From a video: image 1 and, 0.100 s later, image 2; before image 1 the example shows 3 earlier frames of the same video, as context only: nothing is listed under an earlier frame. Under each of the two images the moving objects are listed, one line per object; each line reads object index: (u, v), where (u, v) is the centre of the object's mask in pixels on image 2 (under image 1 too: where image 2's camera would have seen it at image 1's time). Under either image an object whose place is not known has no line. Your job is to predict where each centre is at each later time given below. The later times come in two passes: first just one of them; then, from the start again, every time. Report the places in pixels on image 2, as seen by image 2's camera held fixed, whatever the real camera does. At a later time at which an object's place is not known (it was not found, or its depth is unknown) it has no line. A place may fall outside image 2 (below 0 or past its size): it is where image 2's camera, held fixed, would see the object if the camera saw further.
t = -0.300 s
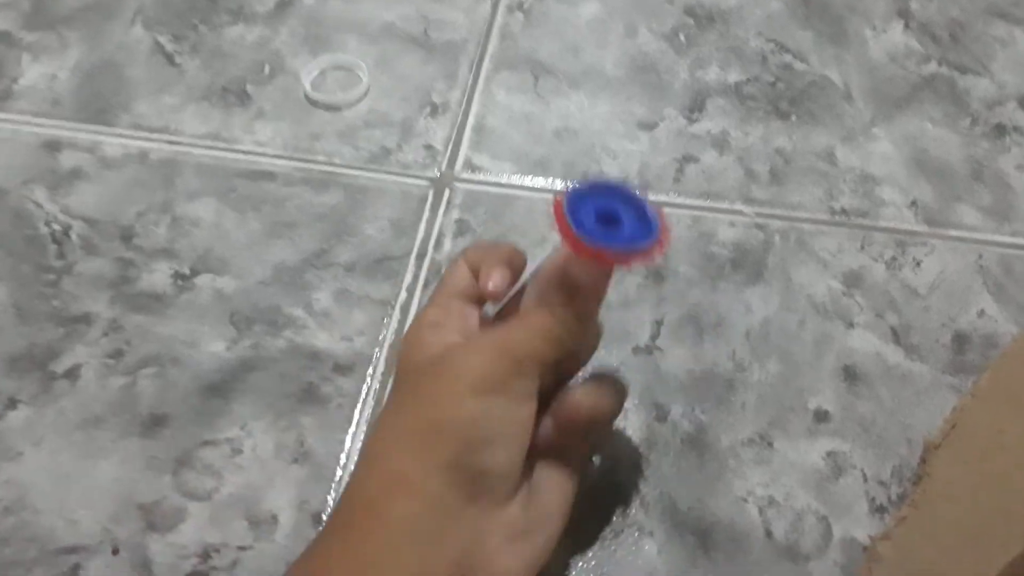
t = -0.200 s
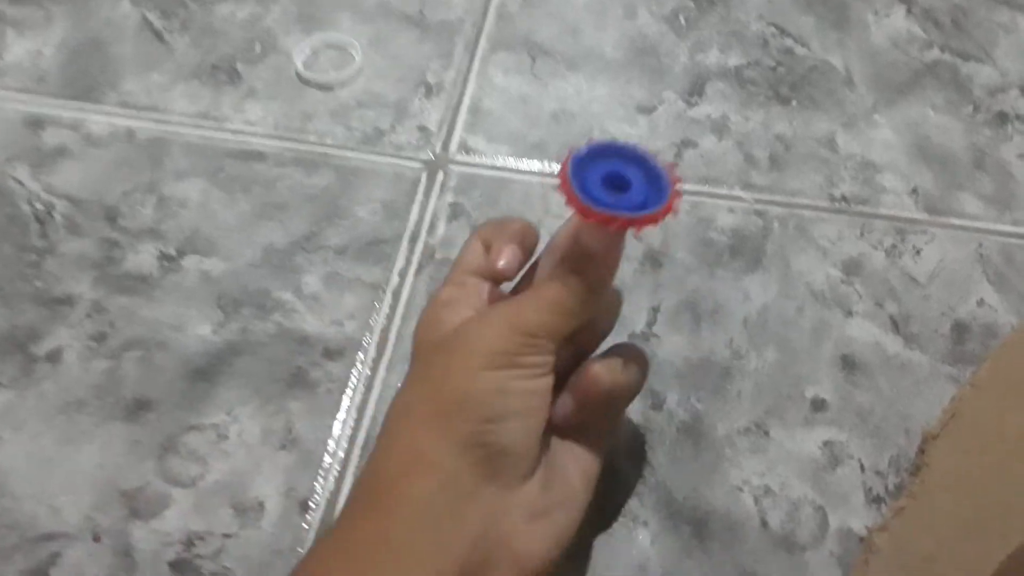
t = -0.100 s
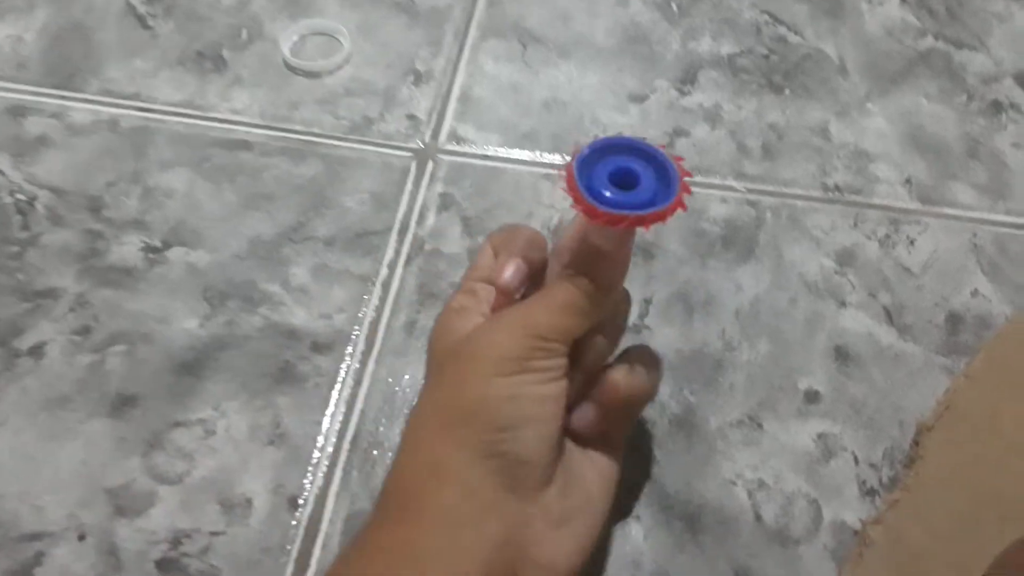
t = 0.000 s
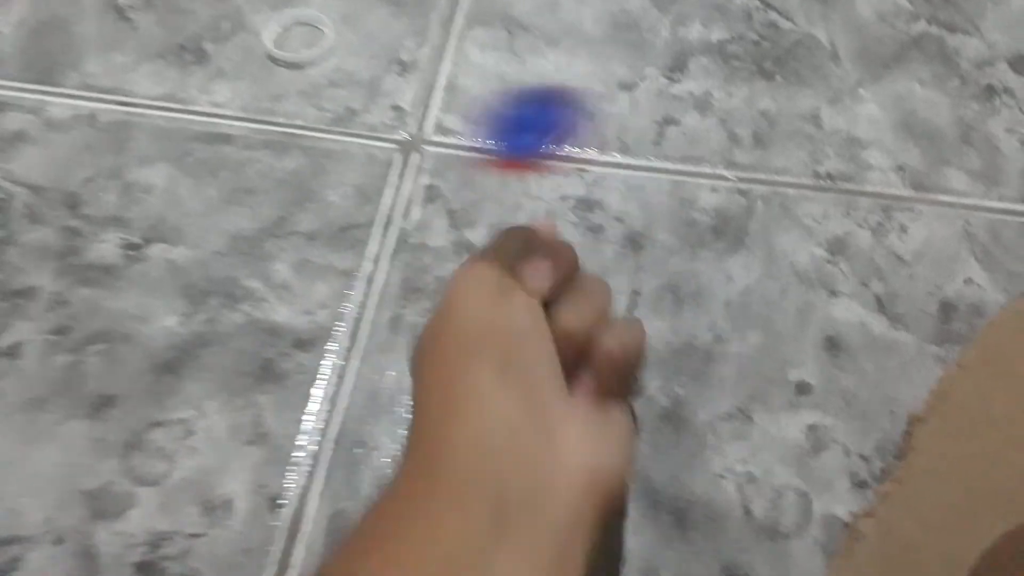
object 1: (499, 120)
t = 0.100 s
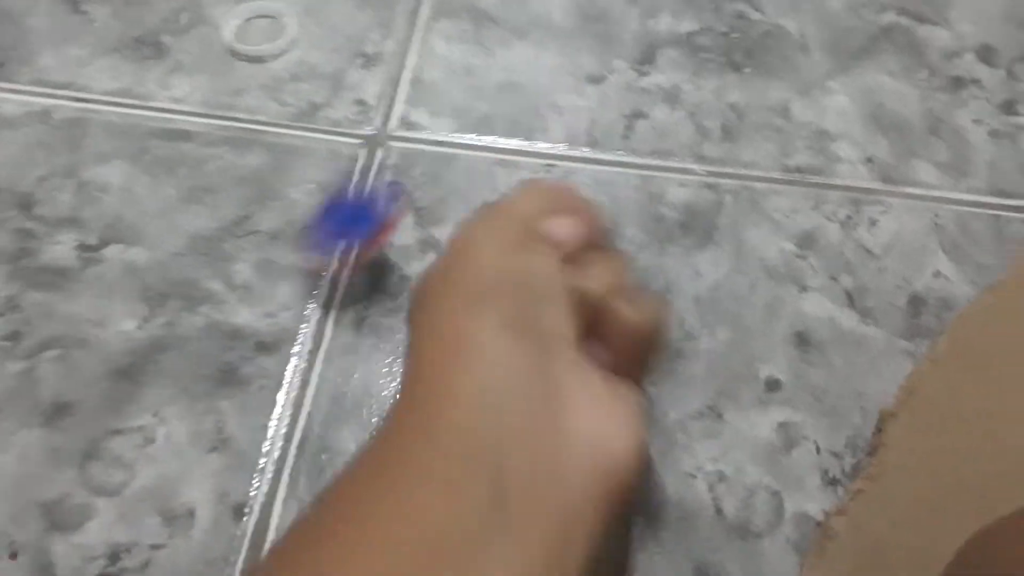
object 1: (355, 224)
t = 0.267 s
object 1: (202, 189)
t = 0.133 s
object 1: (309, 209)
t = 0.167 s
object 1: (274, 171)
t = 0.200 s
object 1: (245, 161)
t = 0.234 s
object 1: (219, 168)
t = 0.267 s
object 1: (202, 189)
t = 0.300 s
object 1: (172, 163)
